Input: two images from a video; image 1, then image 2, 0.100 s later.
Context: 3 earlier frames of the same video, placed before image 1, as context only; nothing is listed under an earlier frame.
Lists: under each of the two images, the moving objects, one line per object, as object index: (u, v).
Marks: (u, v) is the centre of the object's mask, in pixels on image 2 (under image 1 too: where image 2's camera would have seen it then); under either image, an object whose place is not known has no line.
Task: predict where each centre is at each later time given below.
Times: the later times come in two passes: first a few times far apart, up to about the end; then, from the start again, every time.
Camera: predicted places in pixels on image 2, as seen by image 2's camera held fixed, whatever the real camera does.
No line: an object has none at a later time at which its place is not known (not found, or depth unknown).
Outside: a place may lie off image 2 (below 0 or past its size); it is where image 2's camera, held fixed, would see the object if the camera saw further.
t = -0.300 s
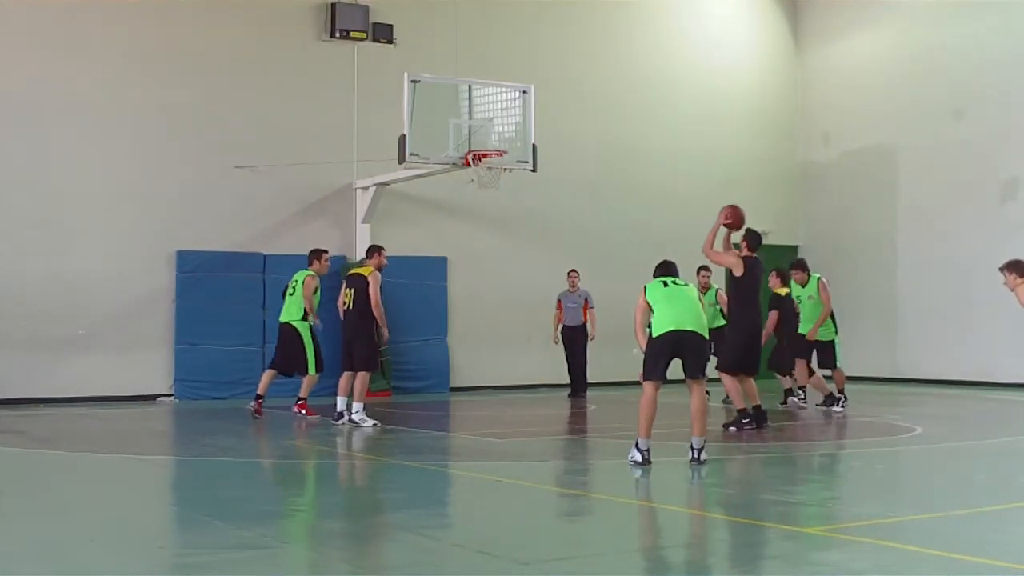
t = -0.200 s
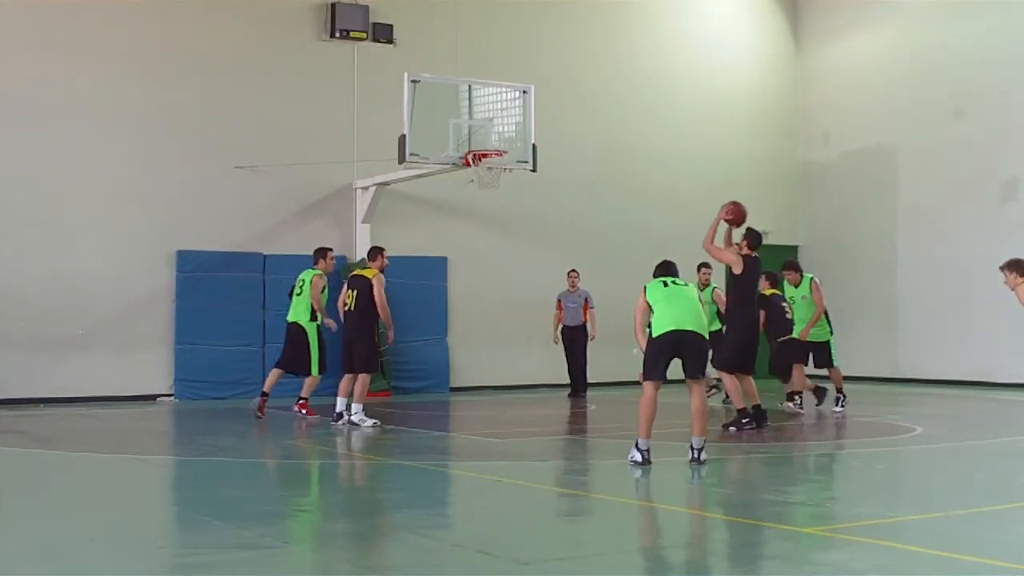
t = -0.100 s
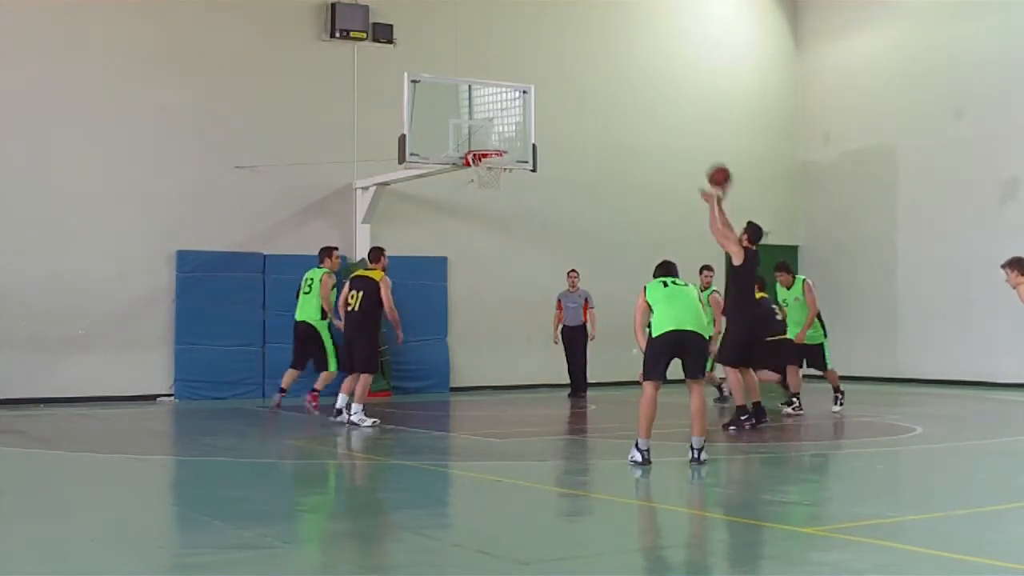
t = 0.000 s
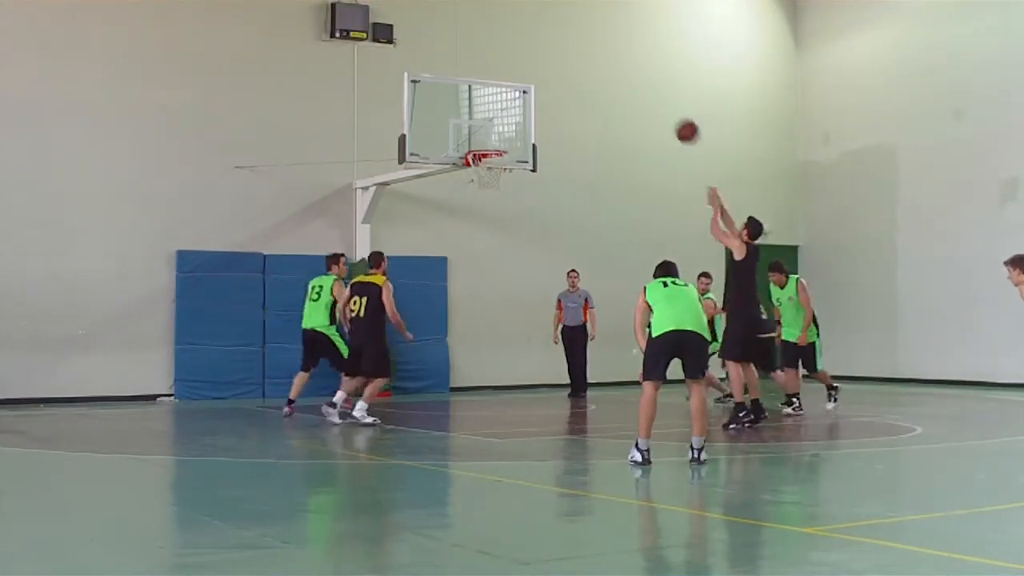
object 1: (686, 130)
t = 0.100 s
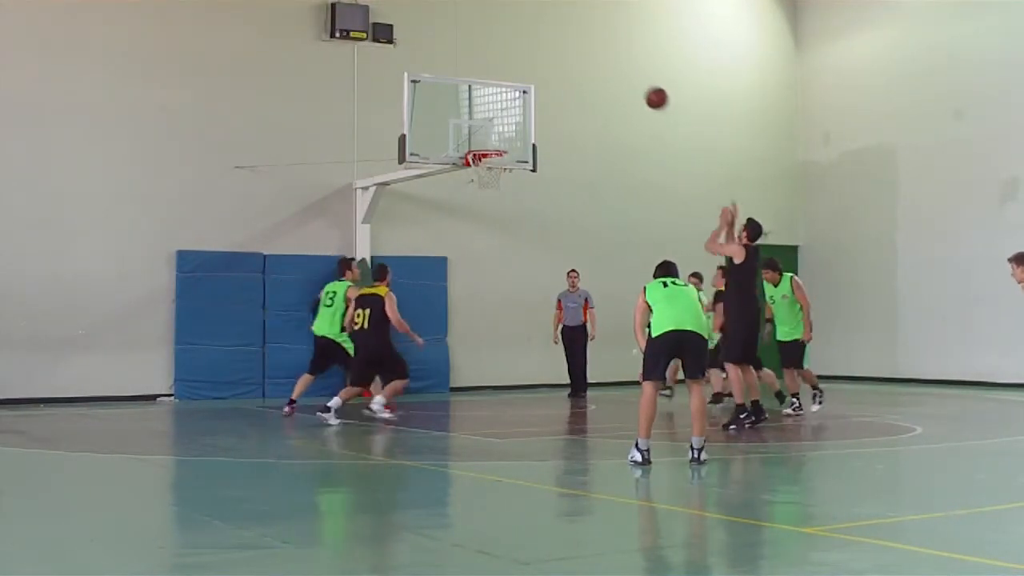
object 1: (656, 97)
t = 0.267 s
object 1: (610, 67)
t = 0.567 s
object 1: (536, 77)
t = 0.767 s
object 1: (493, 124)
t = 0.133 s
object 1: (646, 89)
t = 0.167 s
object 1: (637, 82)
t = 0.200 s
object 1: (627, 76)
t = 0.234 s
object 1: (619, 71)
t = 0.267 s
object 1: (610, 67)
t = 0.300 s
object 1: (601, 64)
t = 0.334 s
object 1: (592, 63)
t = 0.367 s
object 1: (584, 62)
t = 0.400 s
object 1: (575, 62)
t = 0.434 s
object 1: (567, 63)
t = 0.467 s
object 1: (559, 66)
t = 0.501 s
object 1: (551, 69)
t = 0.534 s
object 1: (544, 73)
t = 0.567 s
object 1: (536, 77)
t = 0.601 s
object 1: (529, 83)
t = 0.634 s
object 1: (521, 90)
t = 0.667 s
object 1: (514, 97)
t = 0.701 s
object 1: (507, 106)
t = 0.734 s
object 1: (500, 115)
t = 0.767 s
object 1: (493, 124)
